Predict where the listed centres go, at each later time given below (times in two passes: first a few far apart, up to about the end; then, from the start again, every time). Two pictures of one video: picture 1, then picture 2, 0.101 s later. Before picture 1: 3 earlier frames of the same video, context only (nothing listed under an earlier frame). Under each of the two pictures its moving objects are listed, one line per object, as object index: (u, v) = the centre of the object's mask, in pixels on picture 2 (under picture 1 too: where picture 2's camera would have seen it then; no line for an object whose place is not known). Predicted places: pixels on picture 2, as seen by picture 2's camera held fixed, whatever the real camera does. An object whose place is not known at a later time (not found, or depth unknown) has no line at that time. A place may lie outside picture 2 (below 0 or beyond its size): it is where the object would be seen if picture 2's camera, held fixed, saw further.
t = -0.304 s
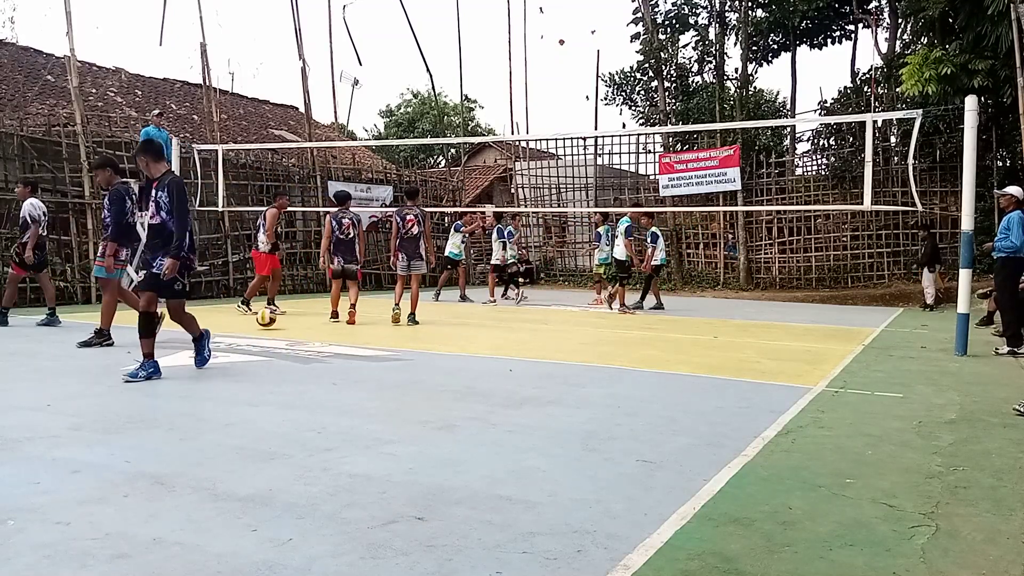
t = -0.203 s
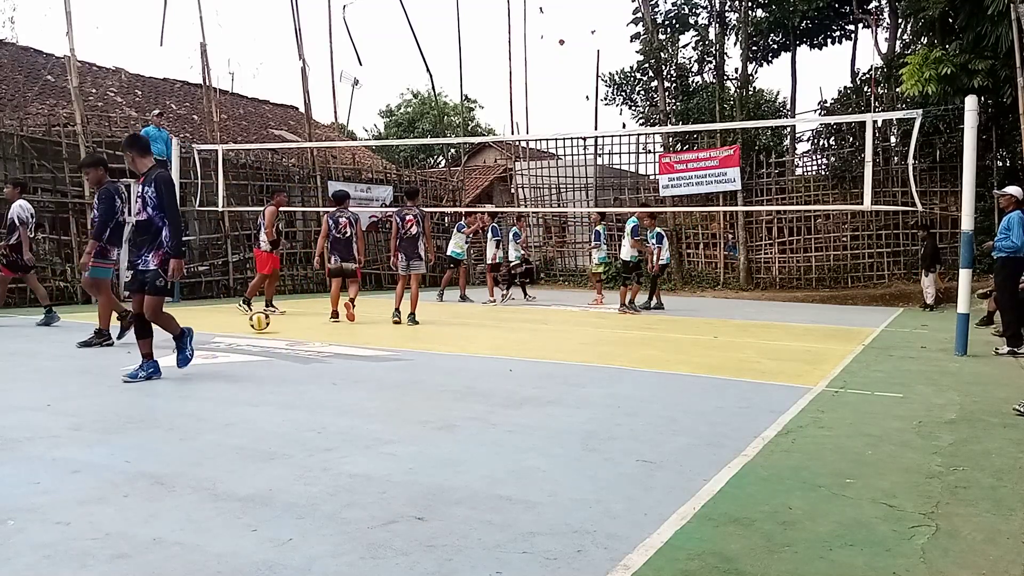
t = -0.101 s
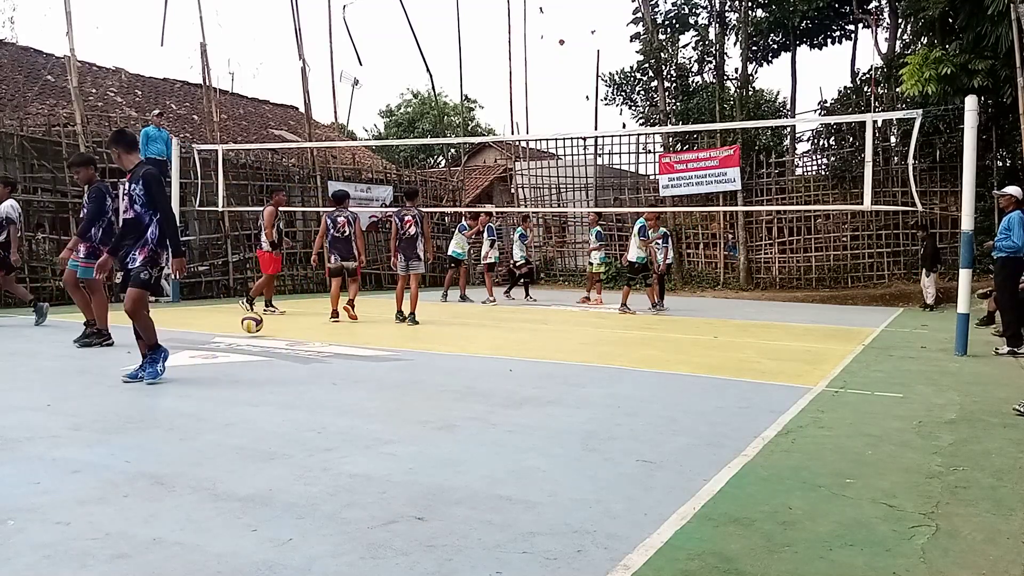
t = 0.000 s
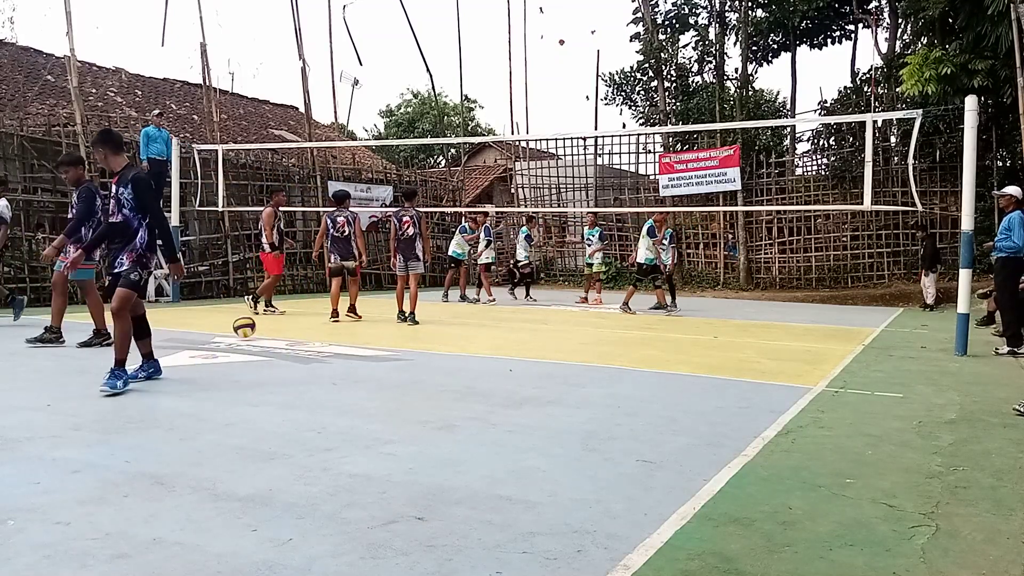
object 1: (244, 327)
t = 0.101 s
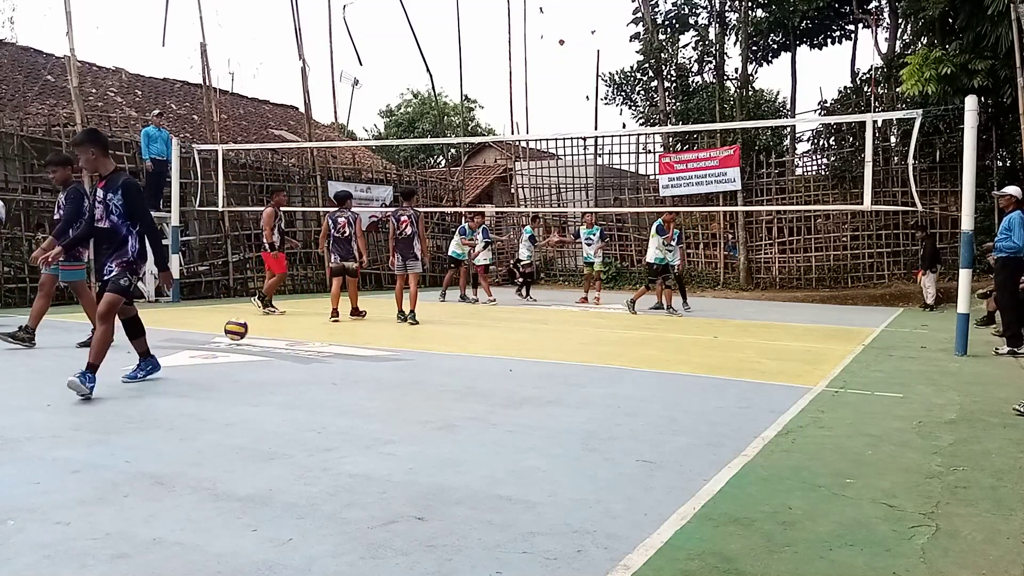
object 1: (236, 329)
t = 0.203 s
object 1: (227, 335)
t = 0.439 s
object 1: (204, 348)
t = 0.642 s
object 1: (178, 360)
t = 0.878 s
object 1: (141, 373)
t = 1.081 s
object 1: (101, 390)
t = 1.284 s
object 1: (48, 414)
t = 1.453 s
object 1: (9, 441)
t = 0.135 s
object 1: (233, 330)
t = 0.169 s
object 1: (231, 331)
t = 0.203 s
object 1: (227, 335)
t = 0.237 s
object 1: (224, 339)
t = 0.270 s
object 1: (221, 338)
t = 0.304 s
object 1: (218, 337)
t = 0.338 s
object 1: (215, 338)
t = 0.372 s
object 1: (211, 341)
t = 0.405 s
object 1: (207, 345)
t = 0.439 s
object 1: (204, 348)
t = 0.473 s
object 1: (200, 346)
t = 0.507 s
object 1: (196, 346)
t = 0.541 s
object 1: (192, 348)
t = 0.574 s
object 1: (187, 351)
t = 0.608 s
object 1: (183, 355)
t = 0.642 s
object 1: (178, 360)
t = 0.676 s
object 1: (173, 359)
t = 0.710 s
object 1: (169, 359)
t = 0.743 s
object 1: (164, 361)
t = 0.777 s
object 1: (158, 365)
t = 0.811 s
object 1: (153, 371)
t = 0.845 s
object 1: (147, 373)
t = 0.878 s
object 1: (141, 373)
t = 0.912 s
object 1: (135, 375)
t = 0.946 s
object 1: (129, 379)
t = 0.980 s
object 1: (122, 385)
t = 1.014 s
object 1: (115, 389)
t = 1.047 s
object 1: (108, 388)
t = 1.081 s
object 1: (101, 390)
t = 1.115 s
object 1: (93, 395)
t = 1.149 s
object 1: (84, 401)
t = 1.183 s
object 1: (76, 408)
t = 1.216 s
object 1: (67, 408)
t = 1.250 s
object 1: (57, 409)
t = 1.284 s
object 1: (48, 414)
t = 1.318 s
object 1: (37, 421)
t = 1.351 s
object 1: (26, 431)
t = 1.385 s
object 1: (20, 434)
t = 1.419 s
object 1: (14, 436)
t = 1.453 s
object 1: (9, 441)
